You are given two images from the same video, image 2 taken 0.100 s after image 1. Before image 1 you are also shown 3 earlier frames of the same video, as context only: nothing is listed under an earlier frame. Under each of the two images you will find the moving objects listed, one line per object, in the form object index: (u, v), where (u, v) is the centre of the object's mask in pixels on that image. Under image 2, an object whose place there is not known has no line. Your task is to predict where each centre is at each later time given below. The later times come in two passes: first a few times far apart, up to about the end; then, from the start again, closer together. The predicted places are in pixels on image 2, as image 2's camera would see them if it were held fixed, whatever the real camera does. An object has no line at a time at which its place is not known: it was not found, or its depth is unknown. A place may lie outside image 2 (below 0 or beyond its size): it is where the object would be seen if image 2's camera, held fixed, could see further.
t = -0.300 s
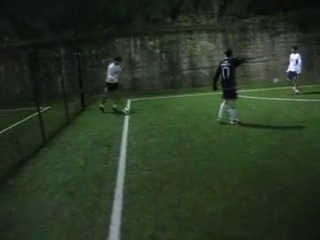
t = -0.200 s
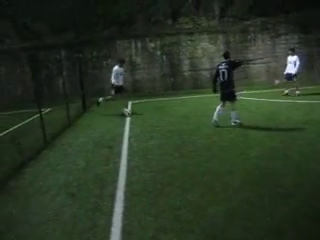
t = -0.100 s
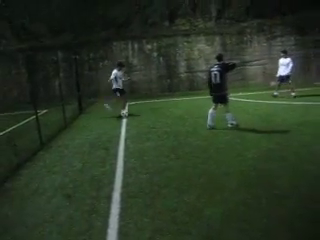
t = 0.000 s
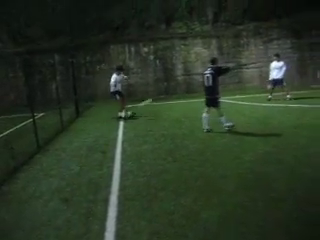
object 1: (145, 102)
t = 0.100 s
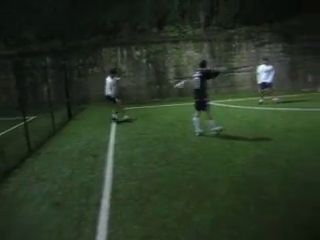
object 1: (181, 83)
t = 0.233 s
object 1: (235, 60)
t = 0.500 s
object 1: (338, 30)
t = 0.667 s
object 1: (393, 23)
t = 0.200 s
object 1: (222, 65)
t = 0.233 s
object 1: (235, 60)
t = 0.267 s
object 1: (249, 54)
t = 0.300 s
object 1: (263, 50)
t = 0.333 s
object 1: (276, 46)
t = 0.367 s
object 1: (290, 42)
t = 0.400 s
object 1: (302, 38)
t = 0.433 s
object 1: (314, 35)
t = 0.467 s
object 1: (326, 32)
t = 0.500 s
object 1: (338, 30)
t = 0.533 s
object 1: (349, 28)
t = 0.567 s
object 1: (361, 26)
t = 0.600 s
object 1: (372, 24)
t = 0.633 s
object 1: (382, 24)
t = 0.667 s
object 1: (393, 23)
